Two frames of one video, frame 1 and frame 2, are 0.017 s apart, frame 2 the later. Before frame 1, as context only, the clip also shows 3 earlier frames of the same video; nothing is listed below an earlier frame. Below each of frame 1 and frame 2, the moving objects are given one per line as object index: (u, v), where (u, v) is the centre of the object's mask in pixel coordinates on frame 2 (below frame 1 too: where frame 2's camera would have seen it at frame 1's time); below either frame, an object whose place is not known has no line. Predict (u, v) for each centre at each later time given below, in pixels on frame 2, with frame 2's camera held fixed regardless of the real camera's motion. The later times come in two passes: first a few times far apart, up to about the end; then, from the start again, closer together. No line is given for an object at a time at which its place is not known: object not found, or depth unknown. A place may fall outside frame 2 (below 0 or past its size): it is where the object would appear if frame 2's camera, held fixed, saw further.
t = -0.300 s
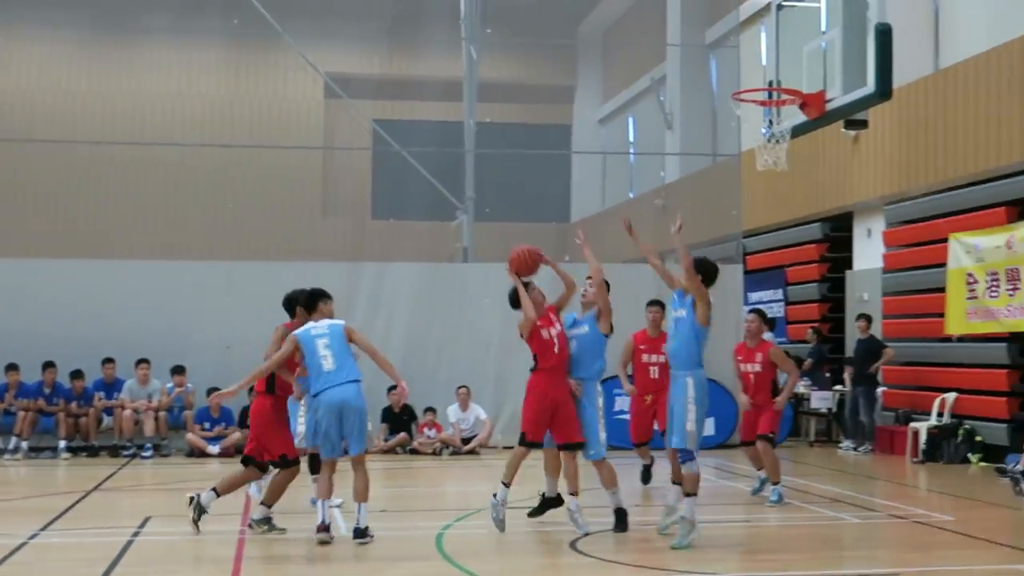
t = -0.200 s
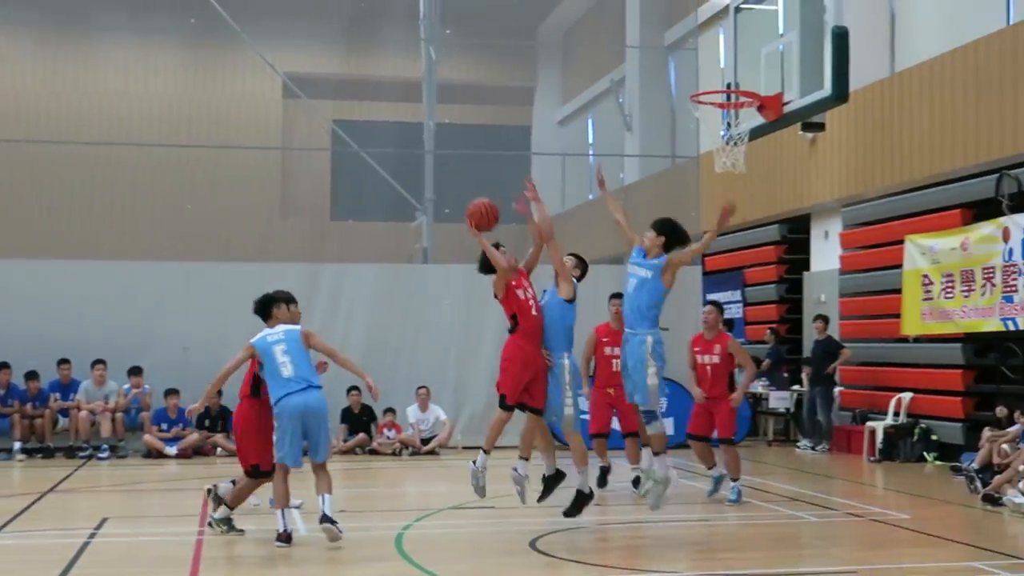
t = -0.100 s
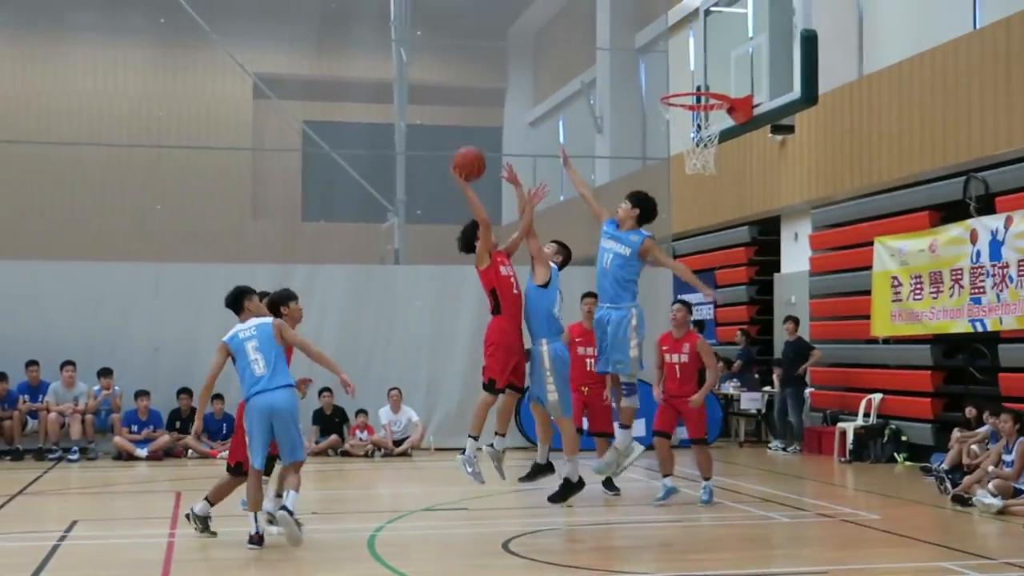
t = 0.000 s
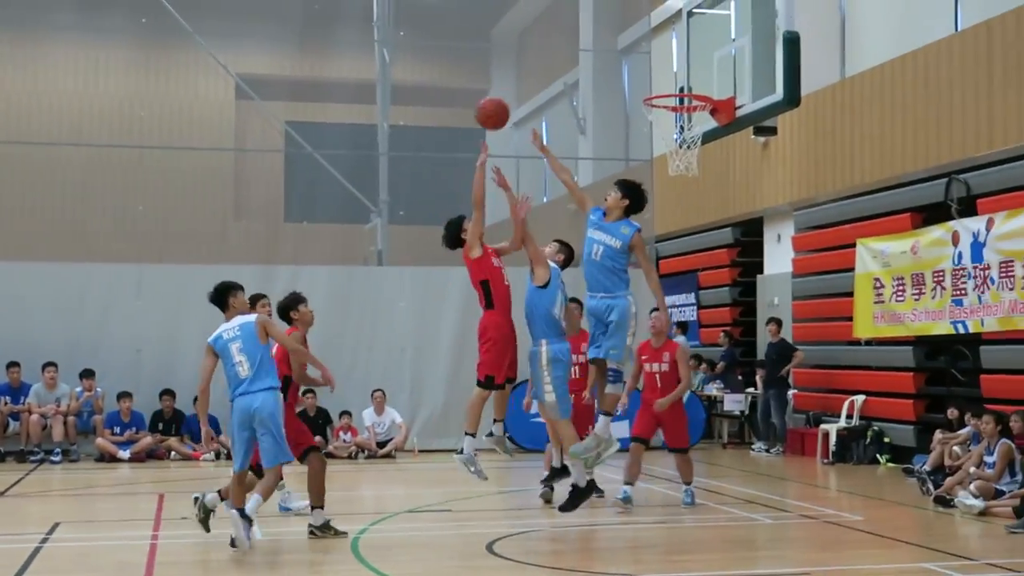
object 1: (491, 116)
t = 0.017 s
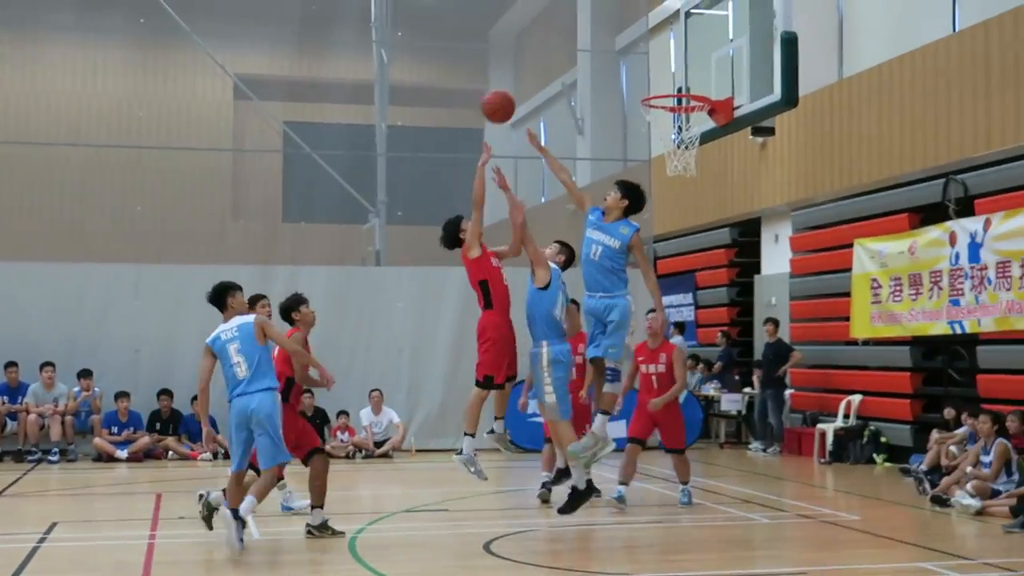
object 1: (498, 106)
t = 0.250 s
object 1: (605, 44)
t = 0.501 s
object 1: (718, 61)
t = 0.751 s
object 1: (647, 79)
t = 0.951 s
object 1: (612, 92)
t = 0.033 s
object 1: (505, 100)
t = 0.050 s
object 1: (513, 95)
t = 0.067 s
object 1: (521, 88)
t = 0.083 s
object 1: (530, 83)
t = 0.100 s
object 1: (539, 76)
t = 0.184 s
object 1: (576, 55)
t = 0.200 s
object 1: (583, 52)
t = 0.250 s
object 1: (605, 44)
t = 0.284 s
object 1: (621, 41)
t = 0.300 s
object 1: (628, 40)
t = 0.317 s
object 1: (635, 40)
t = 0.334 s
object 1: (642, 40)
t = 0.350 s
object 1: (651, 40)
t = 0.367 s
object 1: (658, 40)
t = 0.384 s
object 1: (665, 41)
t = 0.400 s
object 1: (673, 44)
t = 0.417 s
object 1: (681, 46)
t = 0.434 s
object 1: (688, 49)
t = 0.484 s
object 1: (710, 56)
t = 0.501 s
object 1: (718, 61)
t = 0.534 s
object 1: (712, 66)
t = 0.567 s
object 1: (701, 77)
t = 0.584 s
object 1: (696, 80)
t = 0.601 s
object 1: (692, 82)
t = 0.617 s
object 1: (685, 82)
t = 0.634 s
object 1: (678, 82)
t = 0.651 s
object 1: (671, 83)
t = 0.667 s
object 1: (664, 84)
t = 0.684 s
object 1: (659, 84)
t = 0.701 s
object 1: (656, 82)
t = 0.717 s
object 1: (653, 81)
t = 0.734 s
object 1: (650, 80)
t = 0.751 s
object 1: (647, 79)
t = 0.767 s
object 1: (644, 78)
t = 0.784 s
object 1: (641, 77)
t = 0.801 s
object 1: (638, 77)
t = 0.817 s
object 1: (635, 78)
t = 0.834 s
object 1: (632, 78)
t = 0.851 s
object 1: (629, 79)
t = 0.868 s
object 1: (626, 80)
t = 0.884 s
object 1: (623, 82)
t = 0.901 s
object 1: (620, 84)
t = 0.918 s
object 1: (618, 86)
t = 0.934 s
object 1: (615, 89)
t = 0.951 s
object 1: (612, 92)
